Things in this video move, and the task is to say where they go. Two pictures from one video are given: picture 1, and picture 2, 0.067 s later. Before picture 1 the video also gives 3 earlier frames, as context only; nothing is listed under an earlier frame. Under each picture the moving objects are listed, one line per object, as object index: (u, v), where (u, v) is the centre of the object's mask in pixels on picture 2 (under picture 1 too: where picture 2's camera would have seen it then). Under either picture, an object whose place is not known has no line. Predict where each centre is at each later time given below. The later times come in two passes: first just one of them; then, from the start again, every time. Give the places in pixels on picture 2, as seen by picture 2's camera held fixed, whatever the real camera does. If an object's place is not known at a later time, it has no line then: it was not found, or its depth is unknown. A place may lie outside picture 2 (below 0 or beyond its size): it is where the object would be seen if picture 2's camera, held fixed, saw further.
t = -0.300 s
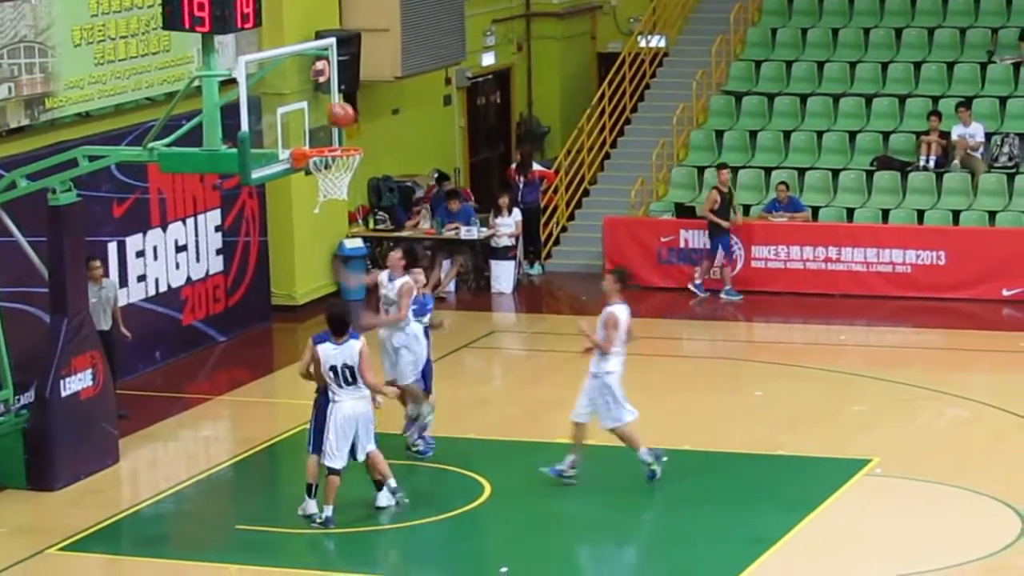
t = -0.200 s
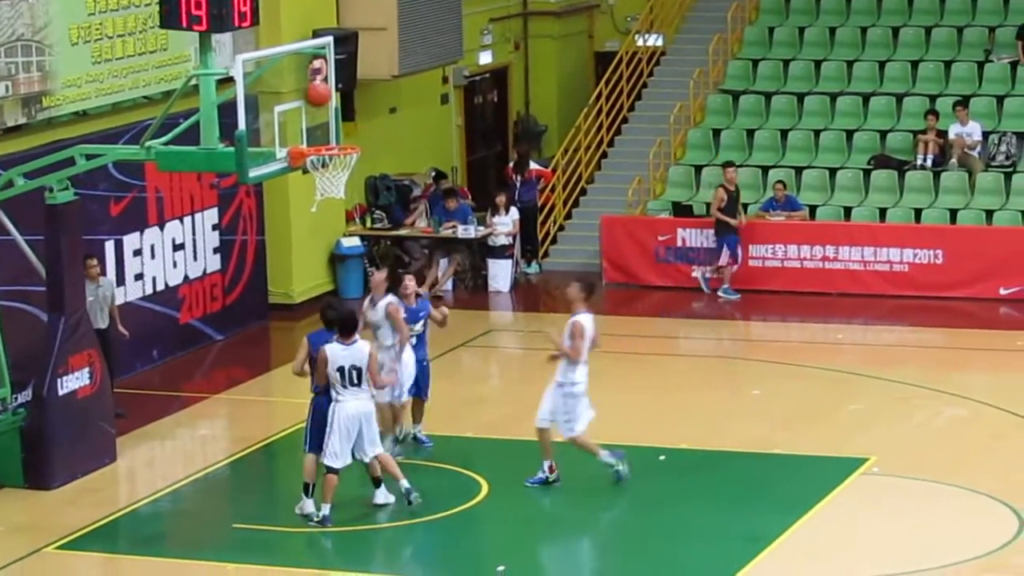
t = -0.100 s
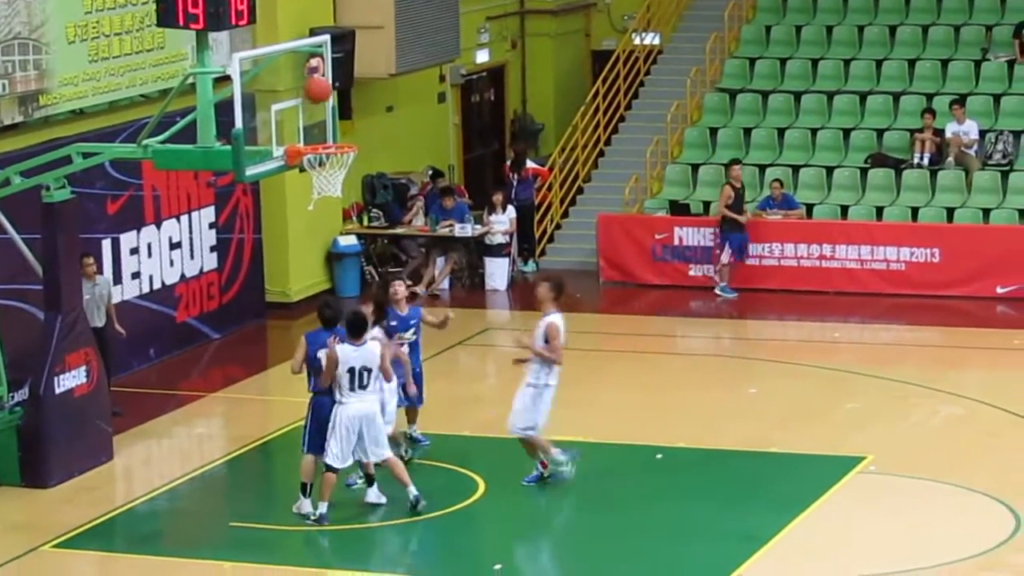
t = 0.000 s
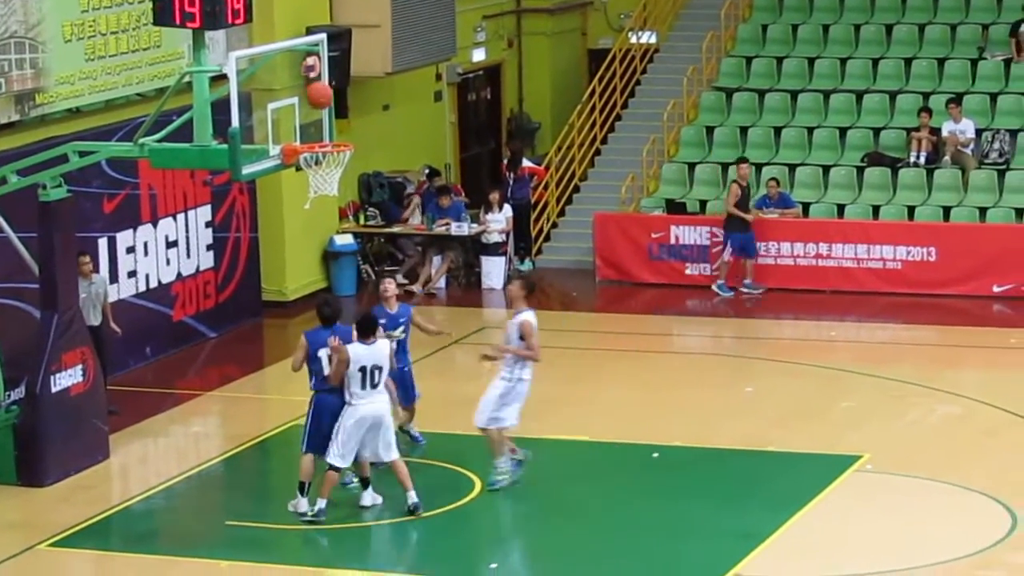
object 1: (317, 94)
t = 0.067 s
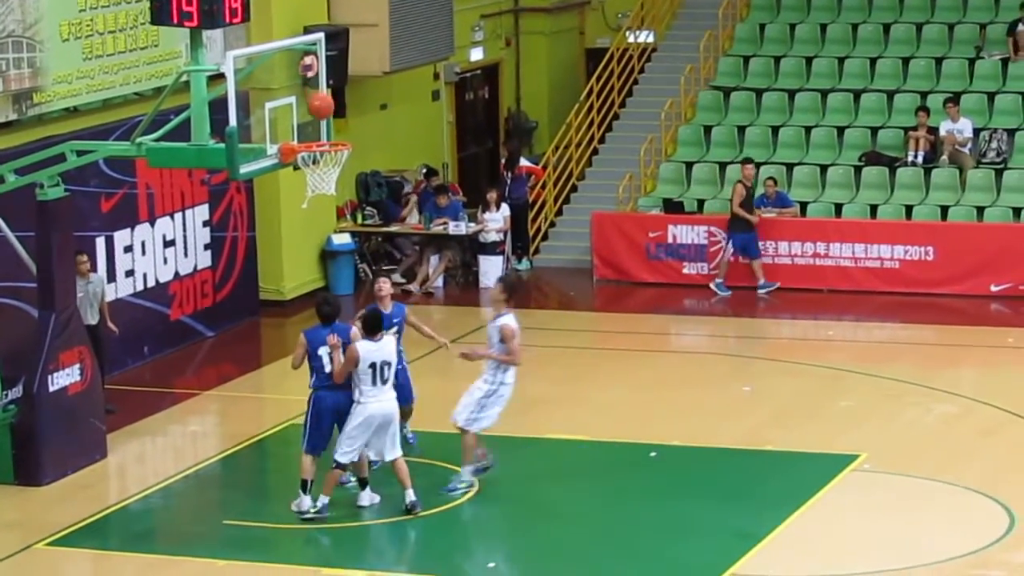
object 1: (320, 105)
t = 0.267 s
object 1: (323, 137)
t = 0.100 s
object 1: (322, 114)
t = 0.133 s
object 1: (322, 121)
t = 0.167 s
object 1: (325, 131)
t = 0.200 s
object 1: (326, 137)
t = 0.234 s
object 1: (323, 137)
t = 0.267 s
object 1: (323, 137)
